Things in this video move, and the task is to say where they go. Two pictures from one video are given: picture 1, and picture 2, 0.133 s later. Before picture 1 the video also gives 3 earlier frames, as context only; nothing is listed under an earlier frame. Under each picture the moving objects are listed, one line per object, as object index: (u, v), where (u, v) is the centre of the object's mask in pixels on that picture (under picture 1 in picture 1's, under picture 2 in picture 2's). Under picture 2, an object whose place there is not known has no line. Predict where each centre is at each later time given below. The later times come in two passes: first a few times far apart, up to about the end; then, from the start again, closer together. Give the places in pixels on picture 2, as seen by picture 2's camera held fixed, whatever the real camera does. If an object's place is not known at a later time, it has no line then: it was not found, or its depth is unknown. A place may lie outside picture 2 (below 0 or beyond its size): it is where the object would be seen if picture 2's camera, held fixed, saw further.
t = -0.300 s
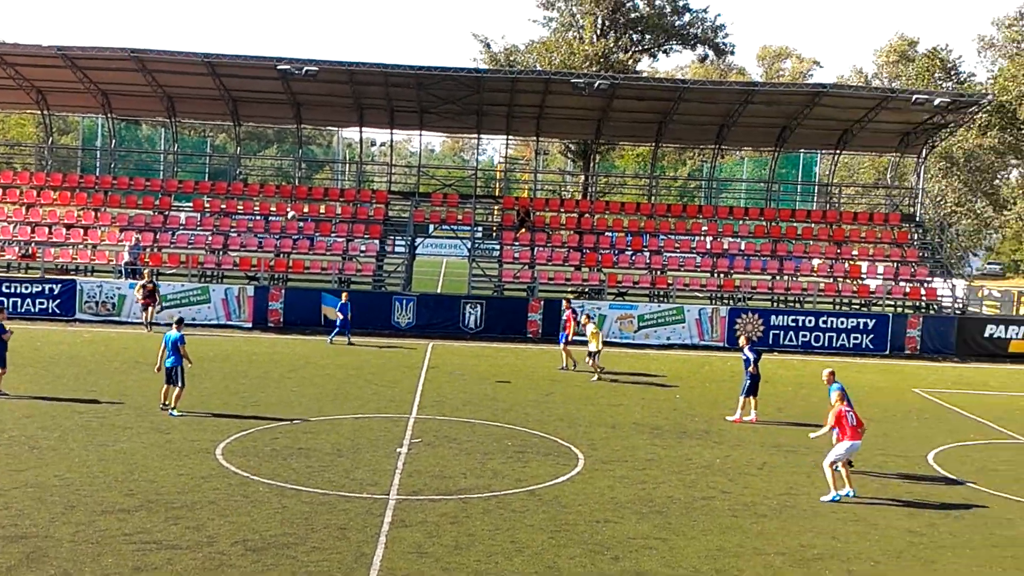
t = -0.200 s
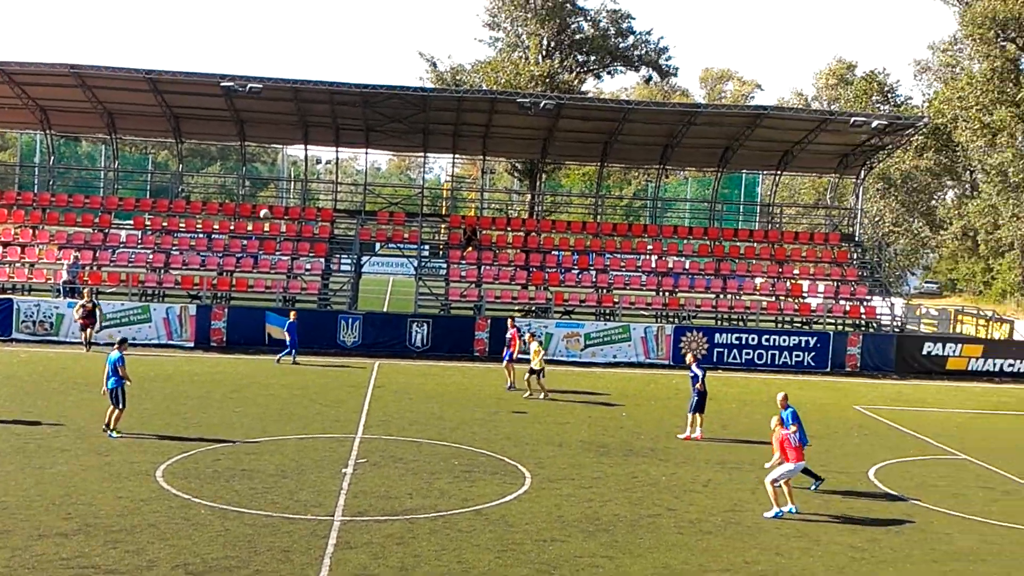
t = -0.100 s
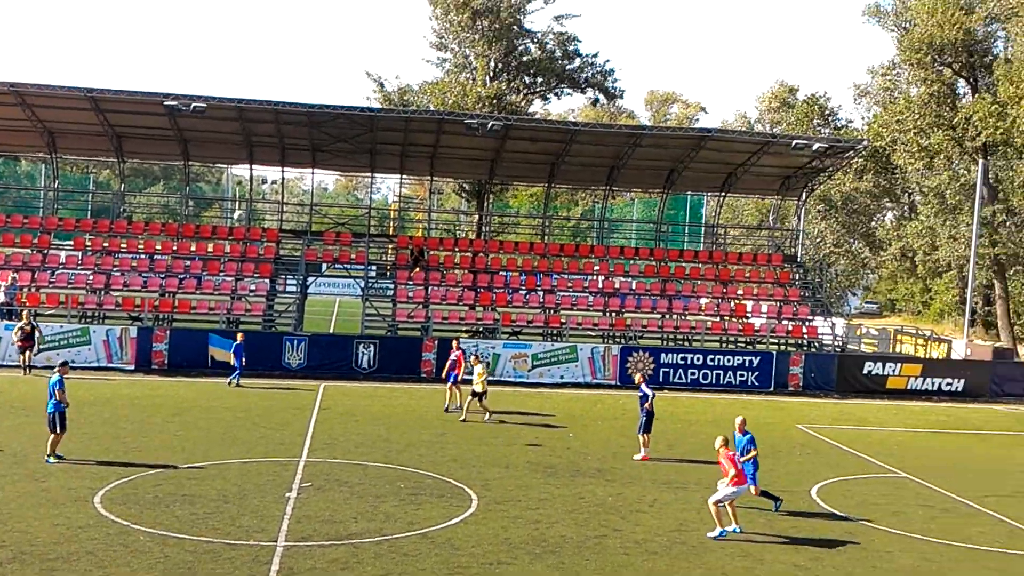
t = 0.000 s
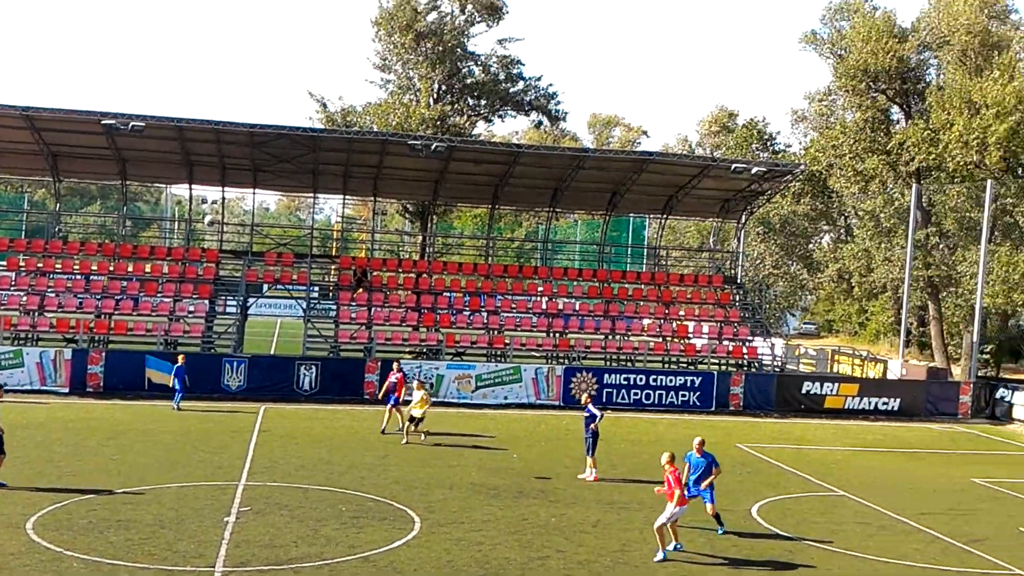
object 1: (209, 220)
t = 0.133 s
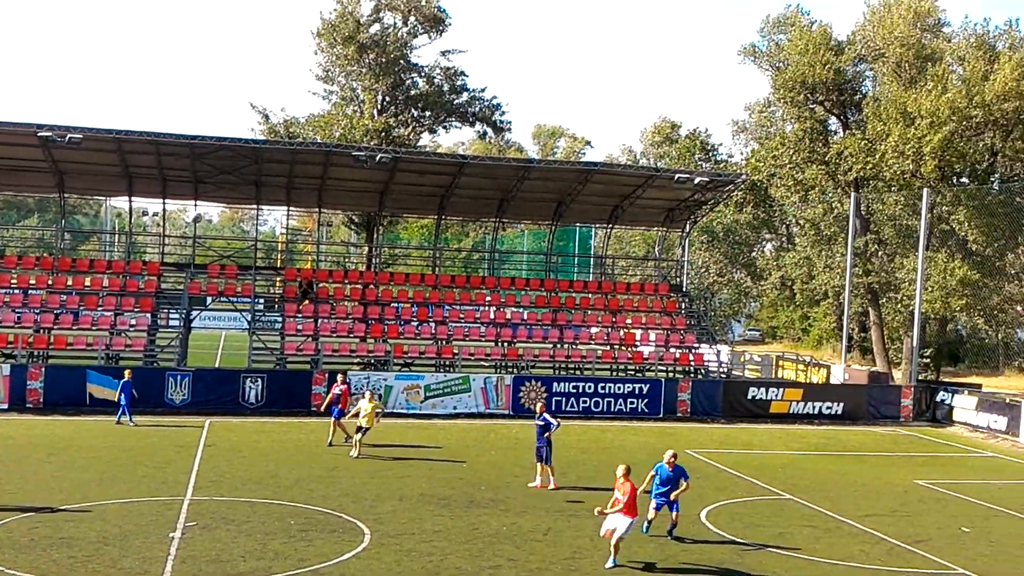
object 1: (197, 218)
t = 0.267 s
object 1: (240, 206)
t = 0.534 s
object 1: (342, 207)
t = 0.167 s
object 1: (208, 215)
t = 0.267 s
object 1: (240, 206)
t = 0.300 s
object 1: (252, 205)
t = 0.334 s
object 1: (264, 204)
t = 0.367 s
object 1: (277, 203)
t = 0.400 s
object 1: (290, 203)
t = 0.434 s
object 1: (302, 203)
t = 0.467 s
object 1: (315, 204)
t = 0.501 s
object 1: (328, 205)
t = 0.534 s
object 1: (342, 207)
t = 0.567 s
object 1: (355, 209)
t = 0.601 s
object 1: (369, 213)
